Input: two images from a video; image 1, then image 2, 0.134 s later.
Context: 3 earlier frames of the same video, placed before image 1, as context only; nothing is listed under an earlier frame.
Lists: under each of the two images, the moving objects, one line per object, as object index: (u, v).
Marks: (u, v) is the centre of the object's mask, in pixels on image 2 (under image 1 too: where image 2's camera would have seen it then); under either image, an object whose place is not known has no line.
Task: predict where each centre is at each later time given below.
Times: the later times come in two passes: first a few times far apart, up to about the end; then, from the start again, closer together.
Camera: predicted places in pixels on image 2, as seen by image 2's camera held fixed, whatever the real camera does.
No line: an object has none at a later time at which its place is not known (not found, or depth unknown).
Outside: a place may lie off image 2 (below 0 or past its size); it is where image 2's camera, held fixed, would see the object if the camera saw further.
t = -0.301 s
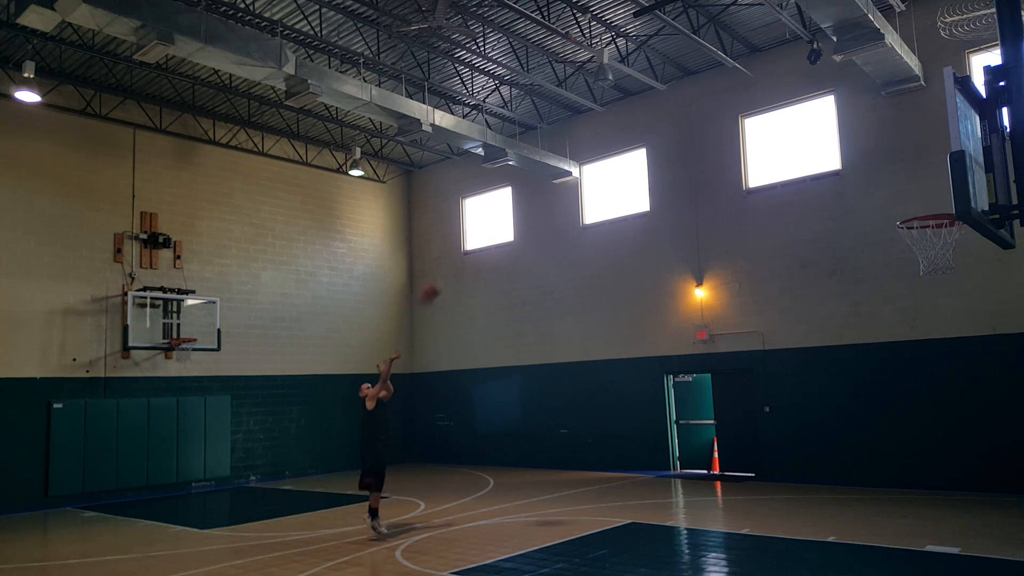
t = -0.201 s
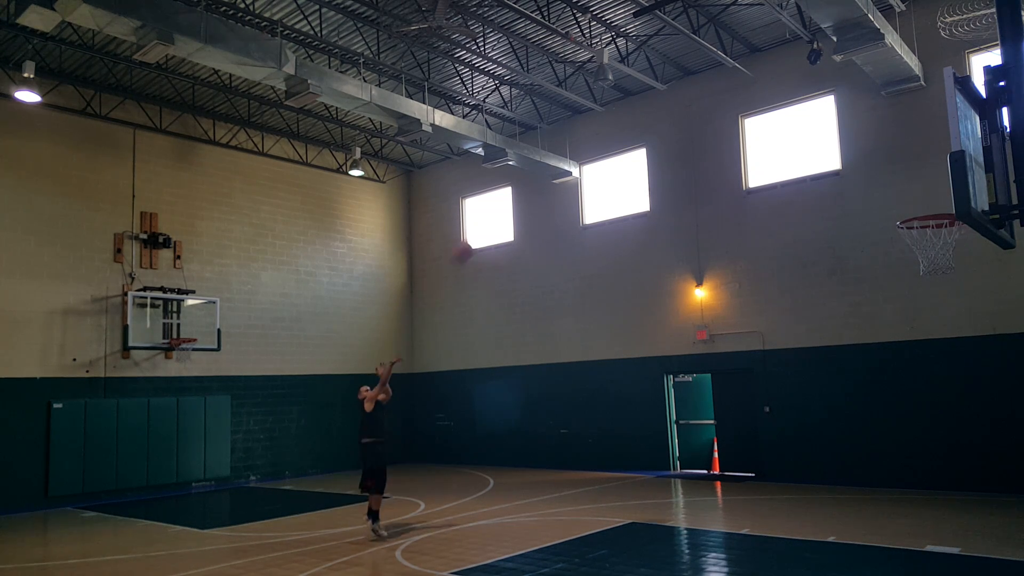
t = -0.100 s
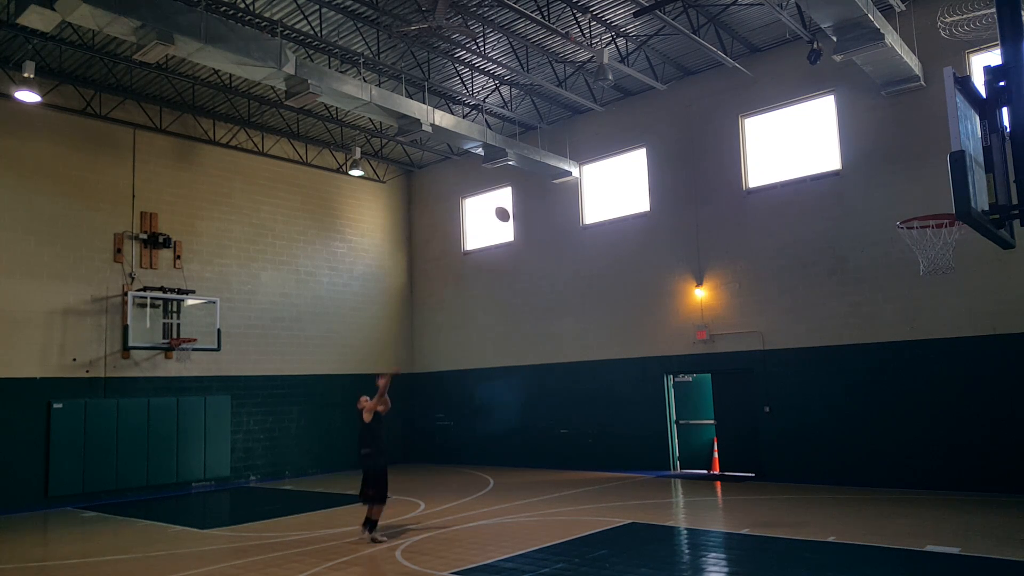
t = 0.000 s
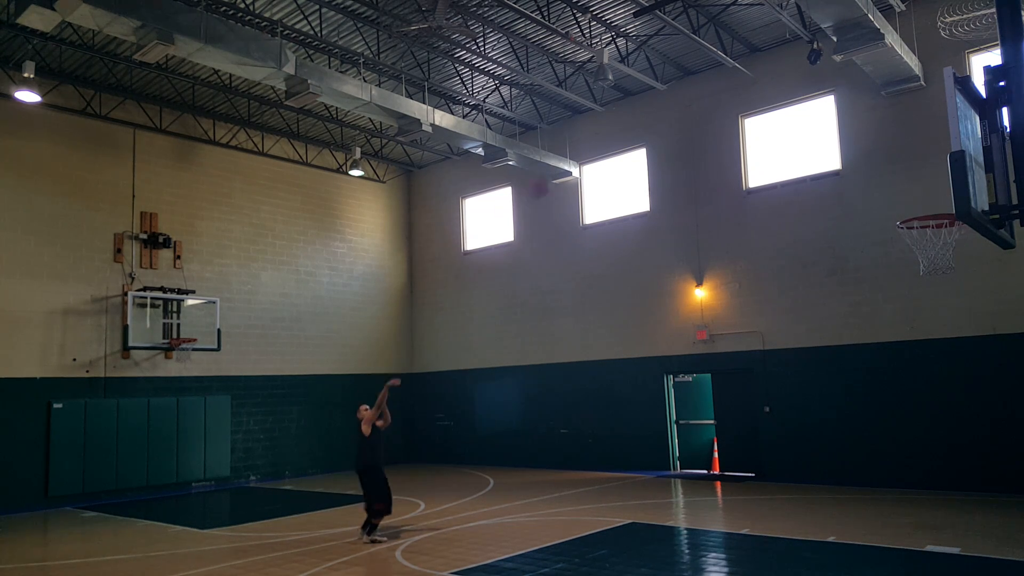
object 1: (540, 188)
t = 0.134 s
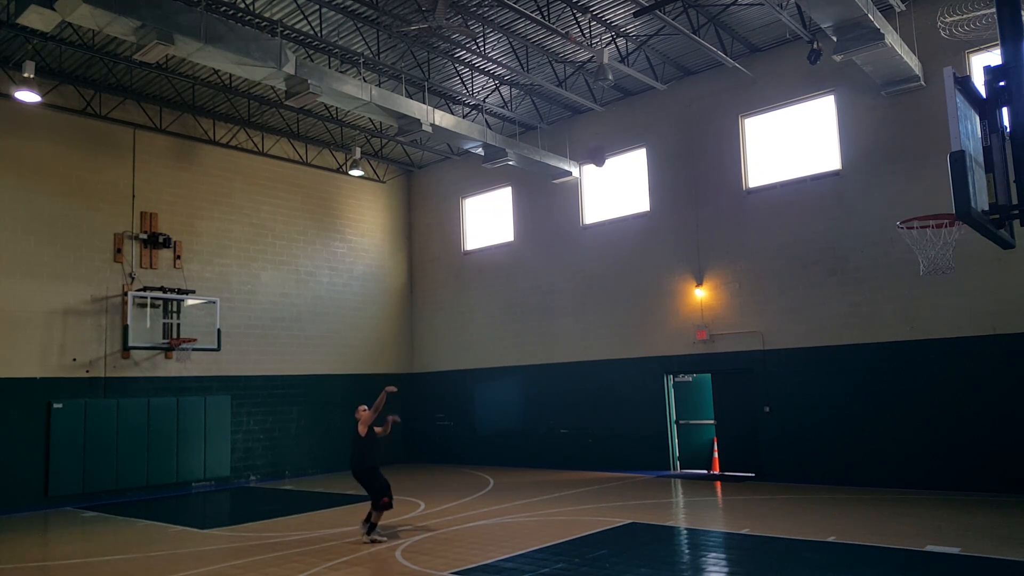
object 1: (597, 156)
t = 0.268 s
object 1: (660, 142)
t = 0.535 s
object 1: (811, 162)
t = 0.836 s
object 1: (964, 249)
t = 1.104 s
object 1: (971, 319)
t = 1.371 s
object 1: (984, 482)
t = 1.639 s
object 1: (962, 490)
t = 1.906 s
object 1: (912, 399)
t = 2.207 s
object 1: (867, 395)
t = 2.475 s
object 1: (835, 470)
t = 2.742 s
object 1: (812, 516)
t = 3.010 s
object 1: (780, 453)
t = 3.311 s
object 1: (754, 468)
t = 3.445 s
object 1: (747, 504)
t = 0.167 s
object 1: (612, 152)
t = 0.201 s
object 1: (627, 147)
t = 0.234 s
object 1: (644, 144)
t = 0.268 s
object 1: (660, 142)
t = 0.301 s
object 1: (675, 141)
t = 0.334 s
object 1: (692, 140)
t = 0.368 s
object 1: (710, 140)
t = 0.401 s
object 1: (728, 142)
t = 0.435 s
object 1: (750, 145)
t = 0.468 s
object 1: (770, 149)
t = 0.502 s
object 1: (790, 155)
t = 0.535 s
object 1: (811, 162)
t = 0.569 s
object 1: (834, 172)
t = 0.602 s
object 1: (853, 179)
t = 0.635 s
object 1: (877, 190)
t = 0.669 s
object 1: (900, 201)
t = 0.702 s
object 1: (923, 208)
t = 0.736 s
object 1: (954, 235)
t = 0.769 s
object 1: (962, 242)
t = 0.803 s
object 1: (964, 245)
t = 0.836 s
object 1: (964, 249)
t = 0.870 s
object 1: (965, 253)
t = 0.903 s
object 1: (965, 258)
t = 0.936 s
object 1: (966, 265)
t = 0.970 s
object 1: (966, 274)
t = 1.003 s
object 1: (967, 283)
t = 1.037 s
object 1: (968, 295)
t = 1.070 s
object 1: (970, 307)
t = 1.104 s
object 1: (971, 319)
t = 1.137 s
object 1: (972, 333)
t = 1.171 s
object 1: (969, 349)
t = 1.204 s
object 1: (971, 366)
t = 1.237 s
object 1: (974, 390)
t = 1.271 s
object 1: (978, 410)
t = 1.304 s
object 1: (976, 428)
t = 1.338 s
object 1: (978, 453)
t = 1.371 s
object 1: (984, 482)
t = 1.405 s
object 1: (992, 512)
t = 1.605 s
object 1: (973, 510)
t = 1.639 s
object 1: (962, 490)
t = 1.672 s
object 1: (953, 473)
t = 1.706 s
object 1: (946, 458)
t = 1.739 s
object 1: (940, 445)
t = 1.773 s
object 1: (935, 433)
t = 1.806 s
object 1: (929, 423)
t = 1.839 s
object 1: (923, 414)
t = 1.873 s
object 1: (917, 405)
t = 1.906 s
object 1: (912, 399)
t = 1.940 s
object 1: (907, 394)
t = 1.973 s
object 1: (901, 389)
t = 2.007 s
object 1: (896, 386)
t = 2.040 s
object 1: (891, 386)
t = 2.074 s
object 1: (886, 385)
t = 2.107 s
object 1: (881, 386)
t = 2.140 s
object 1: (877, 388)
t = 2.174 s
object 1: (873, 390)
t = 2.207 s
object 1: (867, 395)
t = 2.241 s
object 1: (864, 400)
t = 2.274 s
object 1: (859, 407)
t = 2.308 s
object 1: (855, 414)
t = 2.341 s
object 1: (850, 422)
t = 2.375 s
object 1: (847, 432)
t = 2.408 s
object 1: (843, 442)
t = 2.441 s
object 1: (840, 455)
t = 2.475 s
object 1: (835, 470)
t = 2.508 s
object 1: (835, 488)
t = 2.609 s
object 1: (829, 538)
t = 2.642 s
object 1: (825, 556)
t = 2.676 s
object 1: (821, 543)
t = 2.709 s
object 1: (817, 528)
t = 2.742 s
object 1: (812, 516)
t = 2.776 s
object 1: (808, 504)
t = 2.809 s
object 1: (803, 493)
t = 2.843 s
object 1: (799, 484)
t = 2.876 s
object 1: (795, 475)
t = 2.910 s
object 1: (790, 467)
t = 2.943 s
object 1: (787, 462)
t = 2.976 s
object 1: (783, 457)
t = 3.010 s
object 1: (780, 453)
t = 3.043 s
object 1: (777, 451)
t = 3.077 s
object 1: (774, 450)
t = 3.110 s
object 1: (771, 449)
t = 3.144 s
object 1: (767, 450)
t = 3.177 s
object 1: (765, 451)
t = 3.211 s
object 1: (762, 454)
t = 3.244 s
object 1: (759, 458)
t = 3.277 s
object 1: (757, 463)
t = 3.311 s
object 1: (754, 468)
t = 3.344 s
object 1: (753, 477)
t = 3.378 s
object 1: (751, 486)
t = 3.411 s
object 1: (749, 494)
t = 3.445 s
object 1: (747, 504)
